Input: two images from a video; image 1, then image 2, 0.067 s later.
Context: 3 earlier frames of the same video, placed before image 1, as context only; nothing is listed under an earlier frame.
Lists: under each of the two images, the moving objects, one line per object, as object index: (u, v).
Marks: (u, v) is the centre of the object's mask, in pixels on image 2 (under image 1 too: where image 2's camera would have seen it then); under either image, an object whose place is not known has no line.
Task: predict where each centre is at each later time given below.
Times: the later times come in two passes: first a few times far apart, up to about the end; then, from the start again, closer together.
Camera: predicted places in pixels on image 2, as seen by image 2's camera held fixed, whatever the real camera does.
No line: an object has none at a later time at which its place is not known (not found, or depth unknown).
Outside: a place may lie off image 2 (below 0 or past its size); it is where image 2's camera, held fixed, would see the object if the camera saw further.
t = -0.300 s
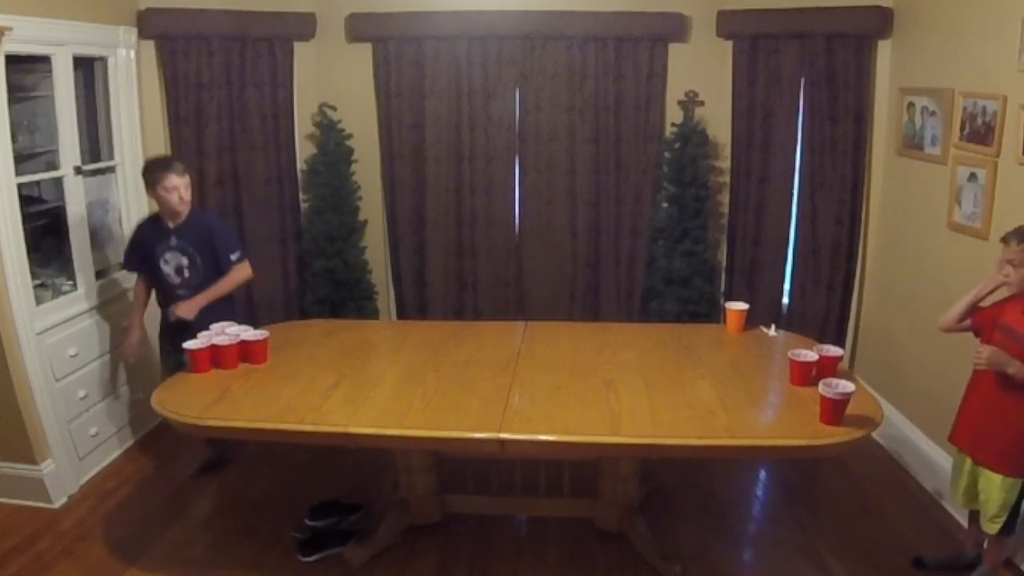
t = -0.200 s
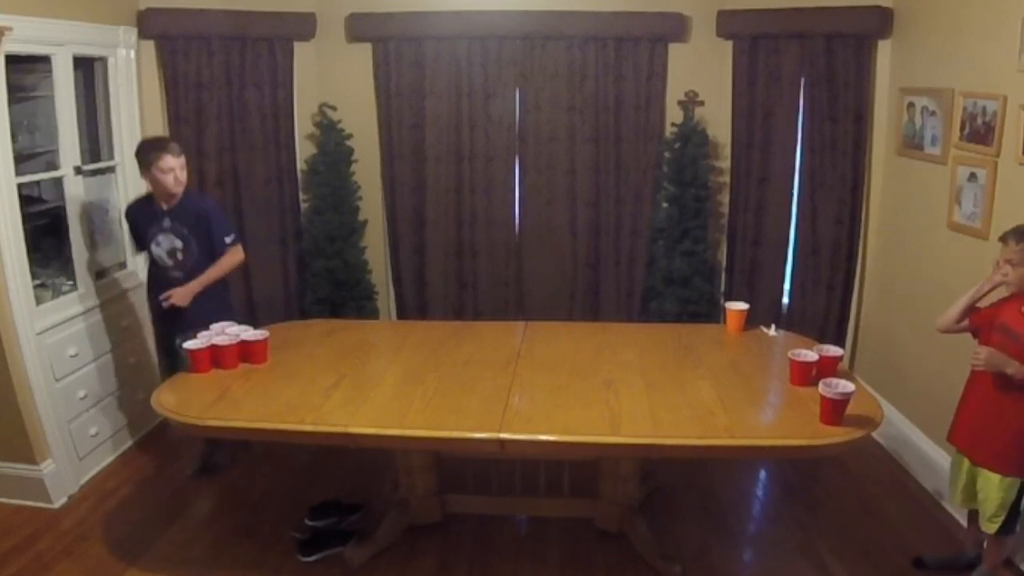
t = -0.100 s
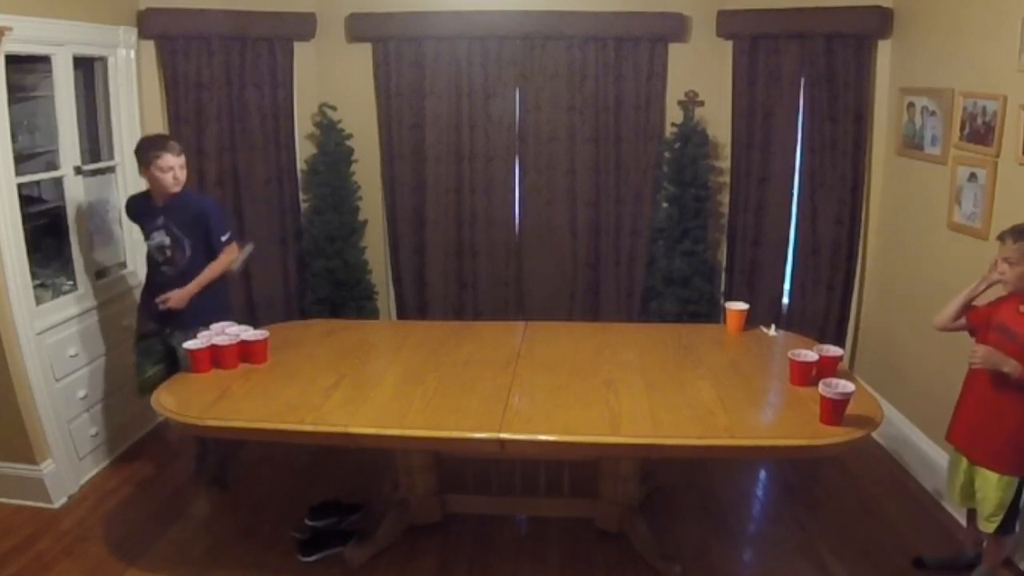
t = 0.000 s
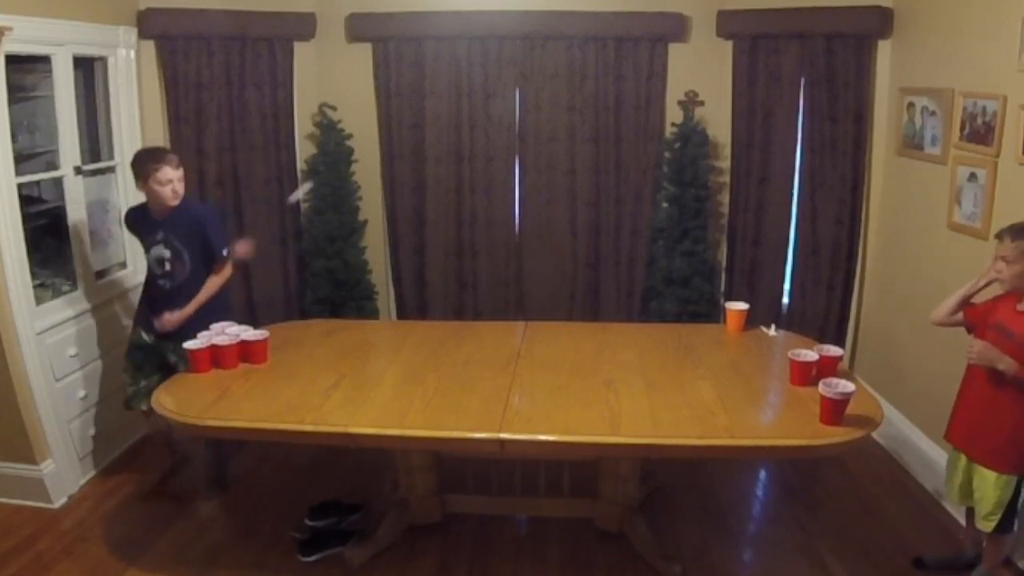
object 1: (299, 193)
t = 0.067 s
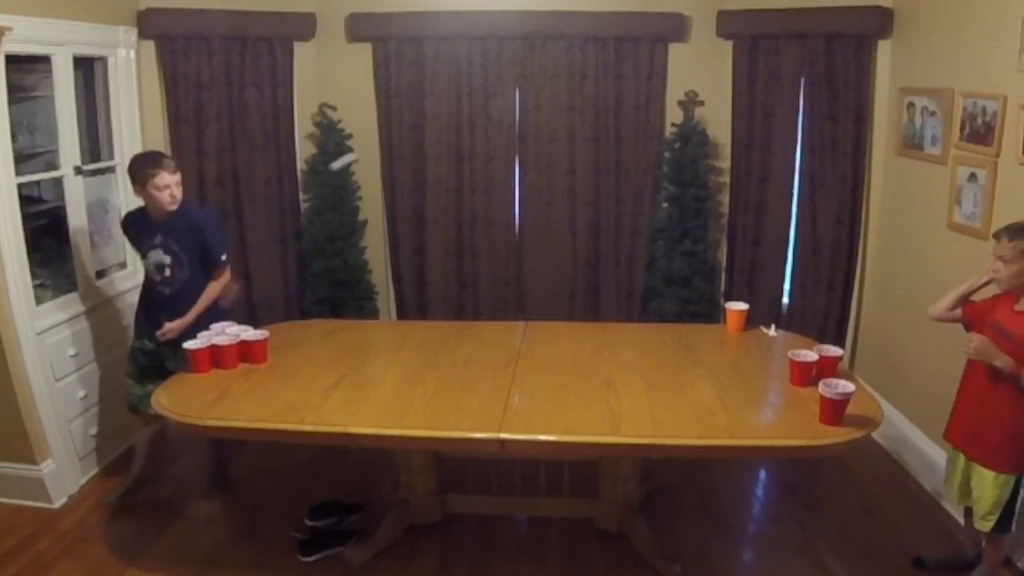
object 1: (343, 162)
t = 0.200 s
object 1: (431, 131)
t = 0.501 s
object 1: (625, 225)
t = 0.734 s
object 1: (741, 278)
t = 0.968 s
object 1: (829, 212)
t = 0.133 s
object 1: (387, 141)
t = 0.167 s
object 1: (408, 135)
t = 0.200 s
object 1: (431, 131)
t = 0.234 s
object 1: (454, 131)
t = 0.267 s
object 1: (475, 132)
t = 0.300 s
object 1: (498, 138)
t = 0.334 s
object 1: (519, 146)
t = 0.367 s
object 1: (541, 156)
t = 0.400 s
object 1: (563, 169)
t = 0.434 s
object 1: (584, 185)
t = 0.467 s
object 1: (605, 204)
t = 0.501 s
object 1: (625, 225)
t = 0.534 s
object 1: (645, 250)
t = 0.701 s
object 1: (727, 297)
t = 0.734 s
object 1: (741, 278)
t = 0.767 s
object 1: (755, 260)
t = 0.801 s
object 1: (767, 245)
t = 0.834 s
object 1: (780, 234)
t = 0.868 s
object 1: (793, 223)
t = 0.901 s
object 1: (806, 217)
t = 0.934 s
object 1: (818, 213)
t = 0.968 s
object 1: (829, 212)
